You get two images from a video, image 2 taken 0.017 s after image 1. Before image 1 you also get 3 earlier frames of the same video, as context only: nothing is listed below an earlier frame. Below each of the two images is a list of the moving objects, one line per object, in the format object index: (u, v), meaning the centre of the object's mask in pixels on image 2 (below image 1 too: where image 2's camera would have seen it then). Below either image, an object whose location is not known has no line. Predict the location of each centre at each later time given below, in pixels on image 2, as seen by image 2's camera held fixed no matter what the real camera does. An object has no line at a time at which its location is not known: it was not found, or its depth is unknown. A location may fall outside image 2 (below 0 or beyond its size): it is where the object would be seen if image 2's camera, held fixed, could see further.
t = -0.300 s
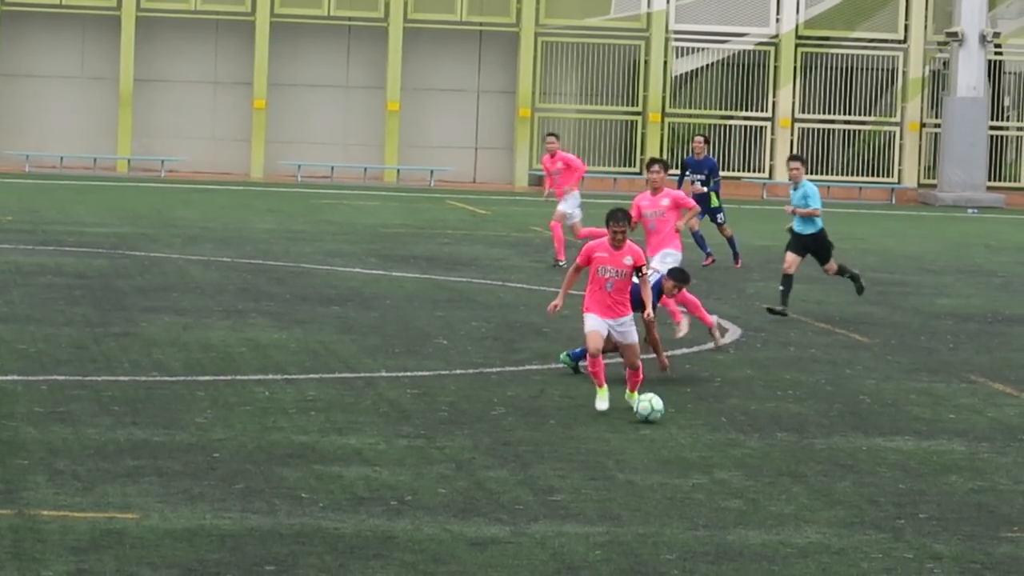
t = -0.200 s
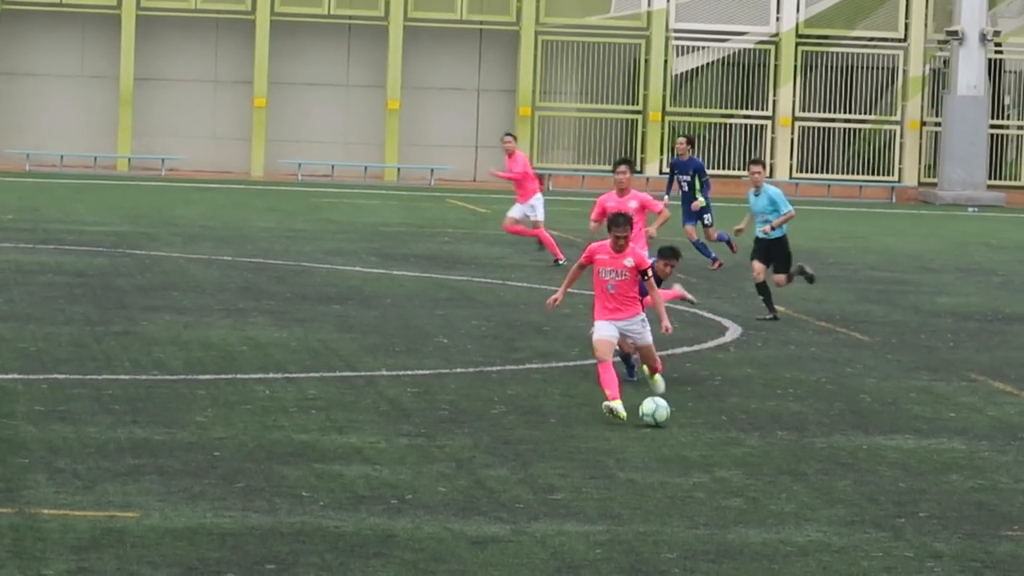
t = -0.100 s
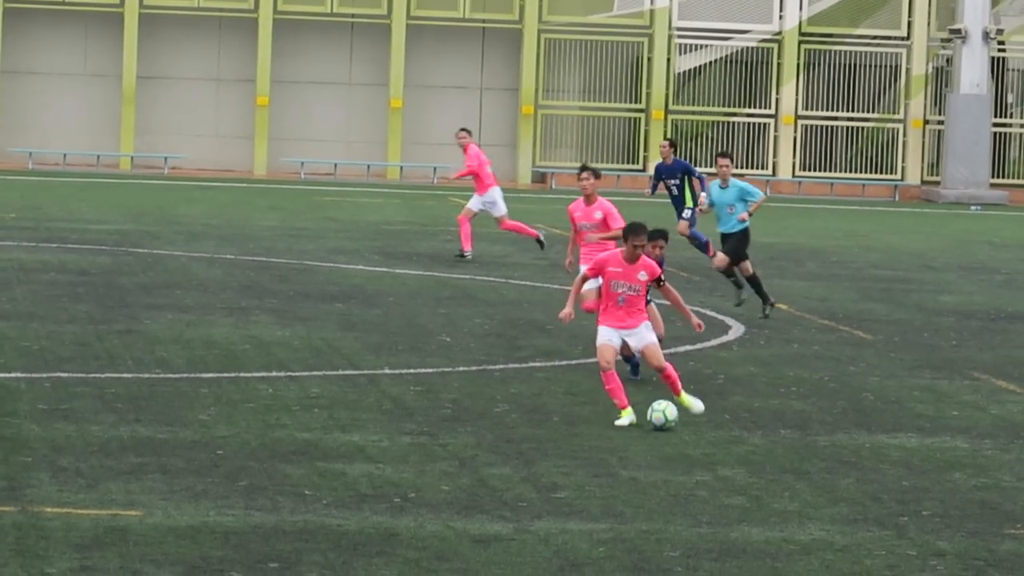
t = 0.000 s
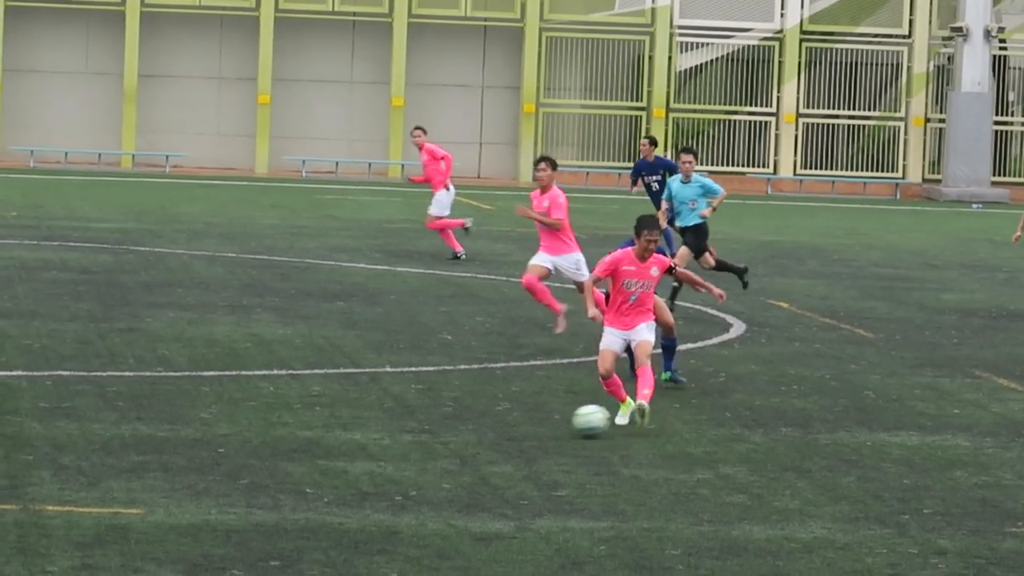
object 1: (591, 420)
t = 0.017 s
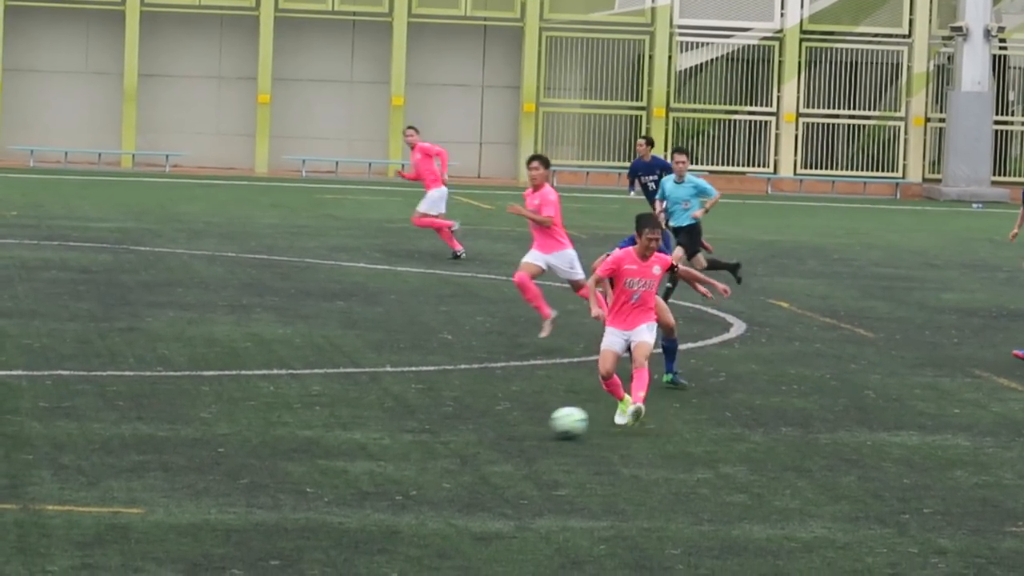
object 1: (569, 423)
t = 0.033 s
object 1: (546, 425)
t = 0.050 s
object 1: (523, 427)
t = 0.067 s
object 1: (500, 430)
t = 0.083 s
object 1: (477, 432)
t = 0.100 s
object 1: (455, 433)
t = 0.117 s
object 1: (431, 435)
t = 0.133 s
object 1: (408, 436)
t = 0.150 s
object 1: (384, 437)
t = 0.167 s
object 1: (359, 441)
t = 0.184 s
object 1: (335, 444)
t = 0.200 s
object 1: (311, 448)
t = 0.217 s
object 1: (286, 450)
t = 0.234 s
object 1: (262, 452)
